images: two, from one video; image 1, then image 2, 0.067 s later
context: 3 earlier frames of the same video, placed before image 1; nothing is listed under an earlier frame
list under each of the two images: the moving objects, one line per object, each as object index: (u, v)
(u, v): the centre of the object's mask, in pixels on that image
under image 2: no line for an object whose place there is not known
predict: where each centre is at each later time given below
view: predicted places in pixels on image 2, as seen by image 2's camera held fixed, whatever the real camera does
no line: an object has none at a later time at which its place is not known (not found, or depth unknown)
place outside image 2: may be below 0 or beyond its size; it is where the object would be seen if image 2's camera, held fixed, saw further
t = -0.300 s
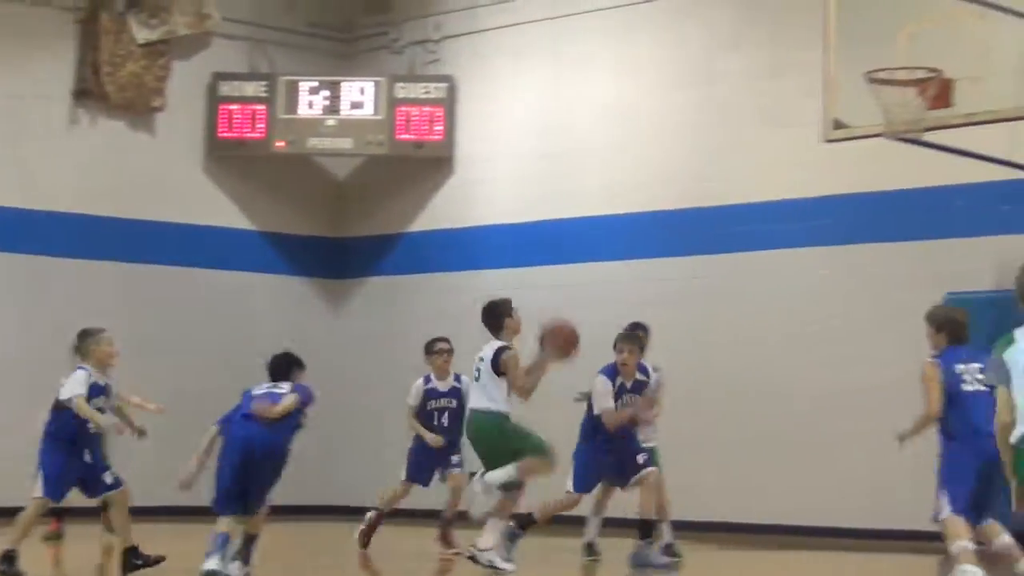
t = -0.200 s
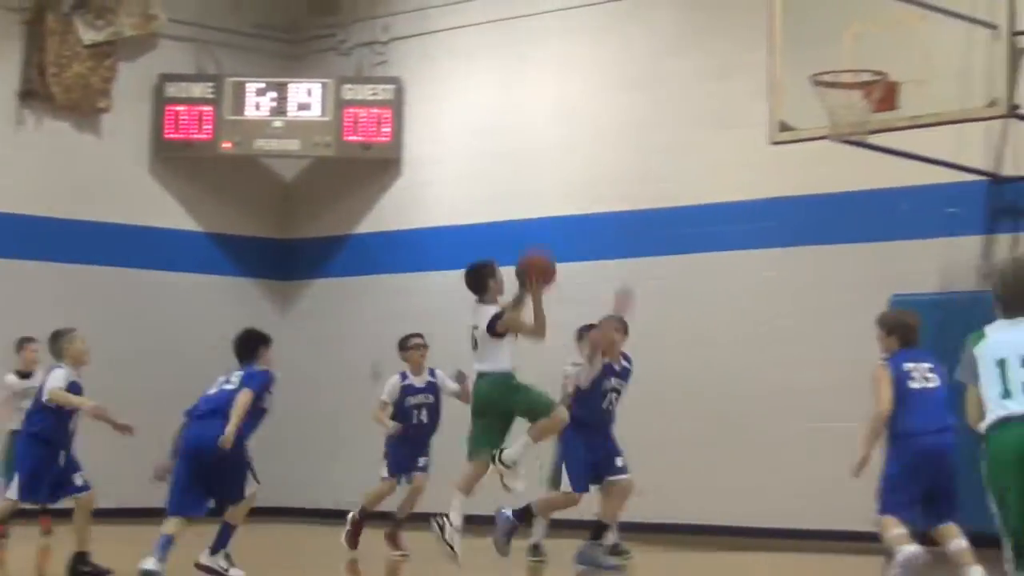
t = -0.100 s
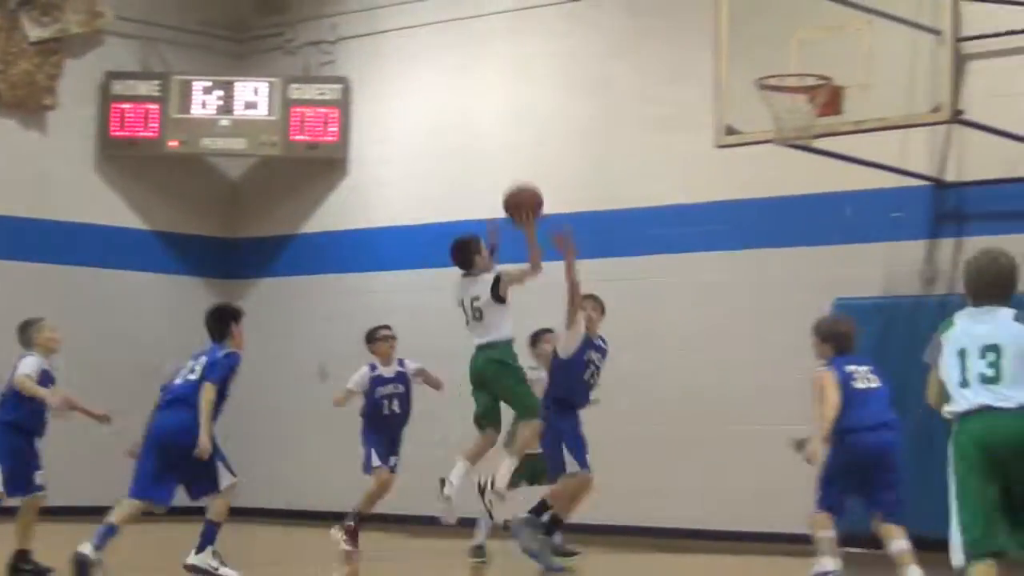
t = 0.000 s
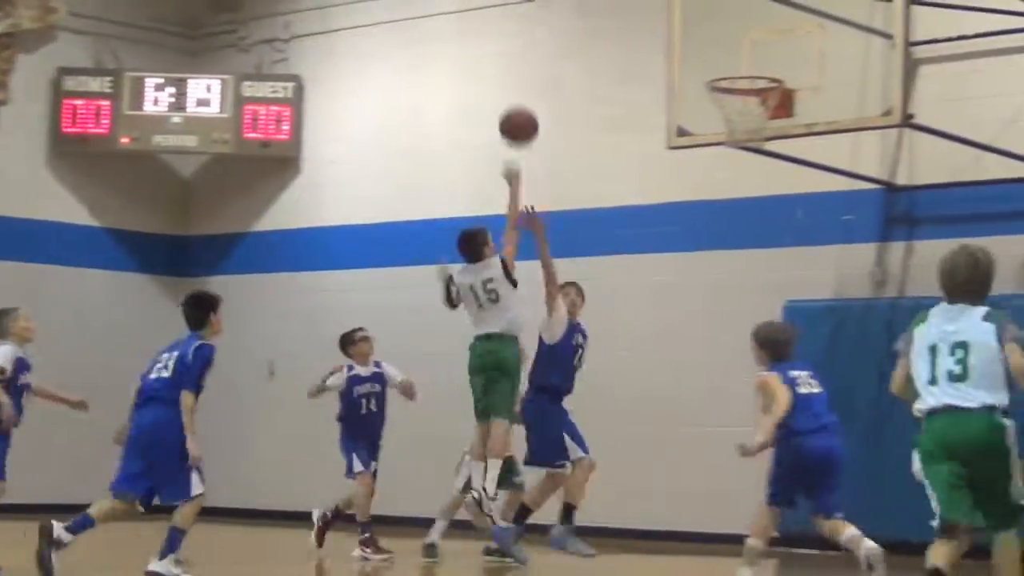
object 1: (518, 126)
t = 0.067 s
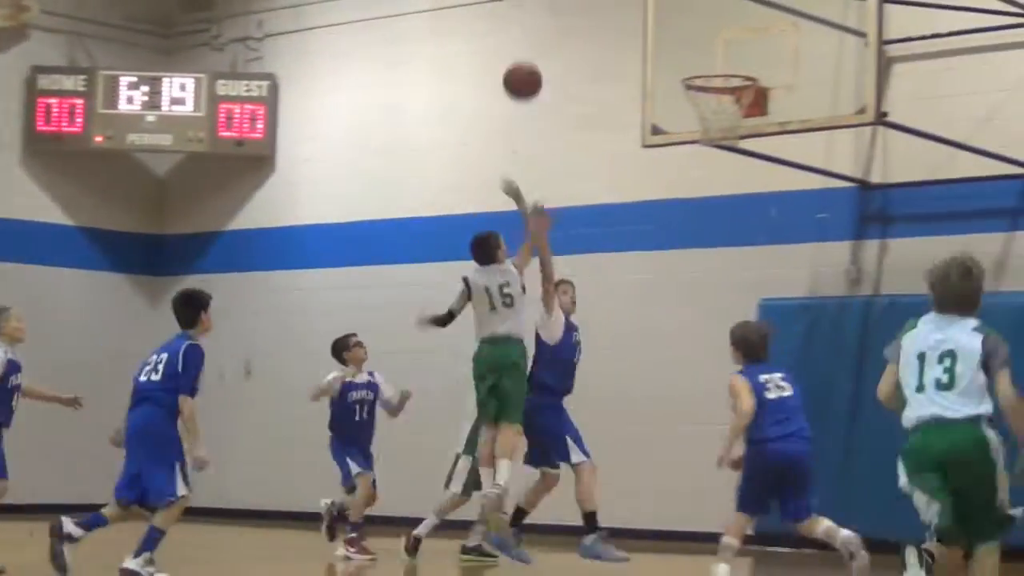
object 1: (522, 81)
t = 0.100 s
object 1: (538, 62)
